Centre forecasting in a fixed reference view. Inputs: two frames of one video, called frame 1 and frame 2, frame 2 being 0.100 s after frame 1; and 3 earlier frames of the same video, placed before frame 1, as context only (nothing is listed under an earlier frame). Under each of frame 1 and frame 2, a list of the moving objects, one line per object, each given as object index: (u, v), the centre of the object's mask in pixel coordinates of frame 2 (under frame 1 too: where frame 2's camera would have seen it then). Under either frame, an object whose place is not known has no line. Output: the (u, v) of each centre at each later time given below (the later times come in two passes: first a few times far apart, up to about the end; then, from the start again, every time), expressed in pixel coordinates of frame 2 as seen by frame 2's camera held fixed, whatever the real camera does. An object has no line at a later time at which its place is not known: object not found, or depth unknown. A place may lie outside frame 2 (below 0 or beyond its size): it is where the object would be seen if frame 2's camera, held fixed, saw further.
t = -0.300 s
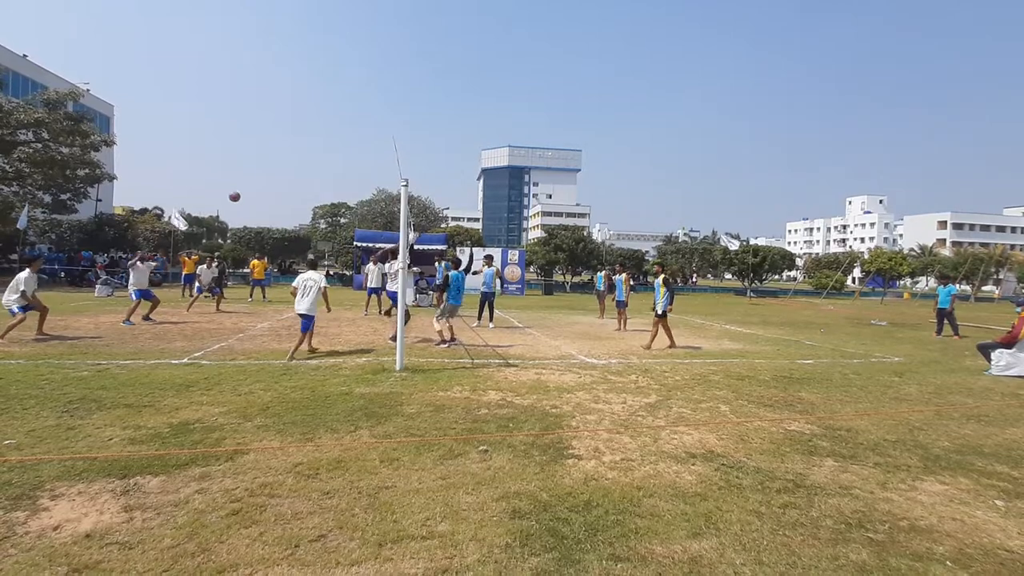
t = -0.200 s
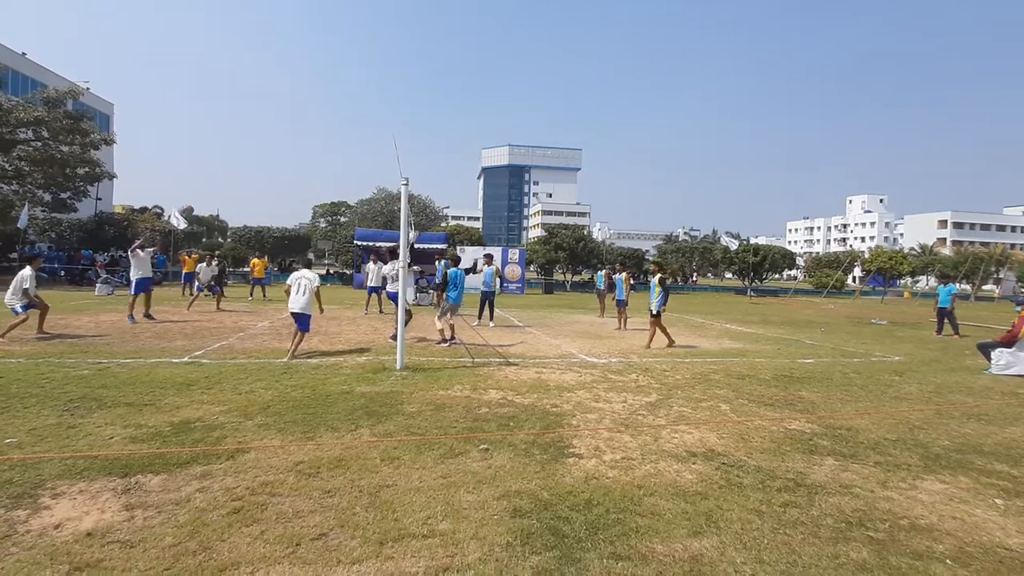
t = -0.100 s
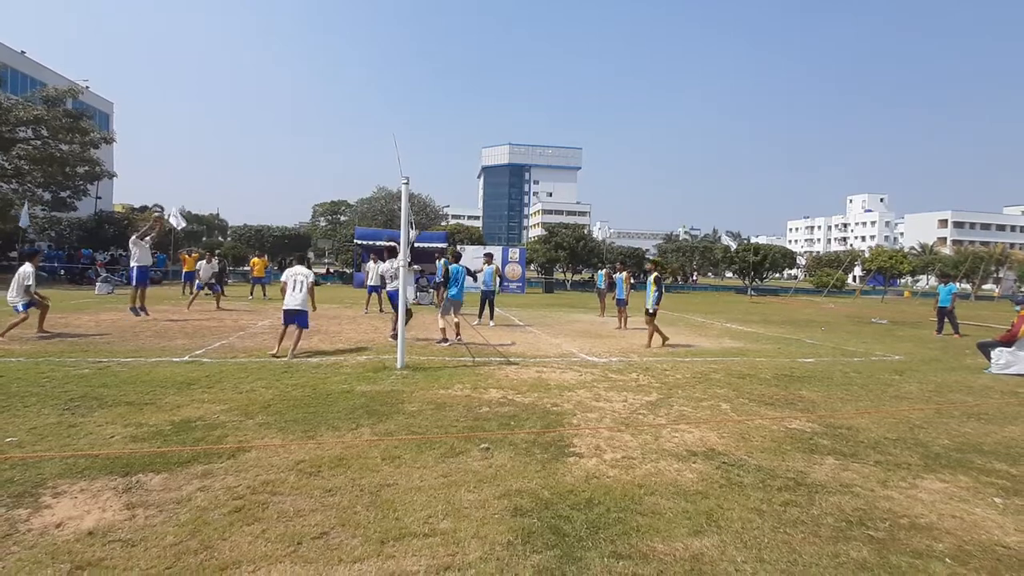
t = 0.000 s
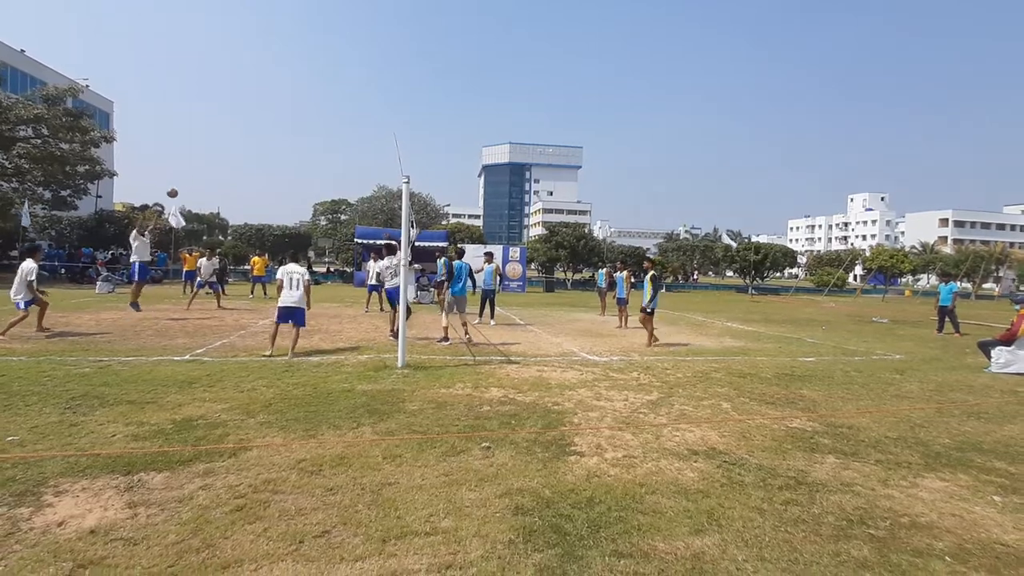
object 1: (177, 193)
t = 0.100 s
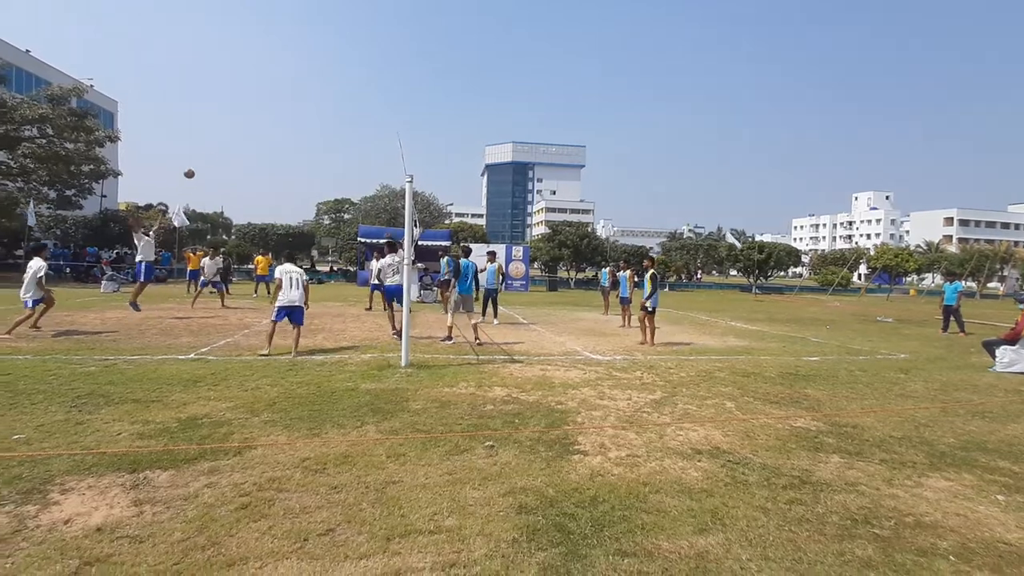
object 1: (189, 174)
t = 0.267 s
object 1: (209, 153)
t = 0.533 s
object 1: (239, 147)
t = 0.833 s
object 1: (272, 176)
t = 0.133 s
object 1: (193, 169)
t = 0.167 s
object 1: (197, 164)
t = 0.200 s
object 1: (201, 160)
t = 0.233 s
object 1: (205, 157)
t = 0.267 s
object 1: (209, 153)
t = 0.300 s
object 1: (213, 151)
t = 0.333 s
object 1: (216, 149)
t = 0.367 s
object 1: (220, 147)
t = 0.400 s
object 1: (224, 146)
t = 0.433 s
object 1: (228, 146)
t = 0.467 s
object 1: (232, 146)
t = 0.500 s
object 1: (236, 146)
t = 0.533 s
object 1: (239, 147)
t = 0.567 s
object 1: (243, 148)
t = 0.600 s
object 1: (247, 150)
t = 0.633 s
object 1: (250, 152)
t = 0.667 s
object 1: (254, 155)
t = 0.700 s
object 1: (258, 158)
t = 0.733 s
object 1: (261, 162)
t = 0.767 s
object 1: (265, 166)
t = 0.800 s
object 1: (268, 171)
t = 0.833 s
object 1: (272, 176)
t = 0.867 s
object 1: (275, 182)
